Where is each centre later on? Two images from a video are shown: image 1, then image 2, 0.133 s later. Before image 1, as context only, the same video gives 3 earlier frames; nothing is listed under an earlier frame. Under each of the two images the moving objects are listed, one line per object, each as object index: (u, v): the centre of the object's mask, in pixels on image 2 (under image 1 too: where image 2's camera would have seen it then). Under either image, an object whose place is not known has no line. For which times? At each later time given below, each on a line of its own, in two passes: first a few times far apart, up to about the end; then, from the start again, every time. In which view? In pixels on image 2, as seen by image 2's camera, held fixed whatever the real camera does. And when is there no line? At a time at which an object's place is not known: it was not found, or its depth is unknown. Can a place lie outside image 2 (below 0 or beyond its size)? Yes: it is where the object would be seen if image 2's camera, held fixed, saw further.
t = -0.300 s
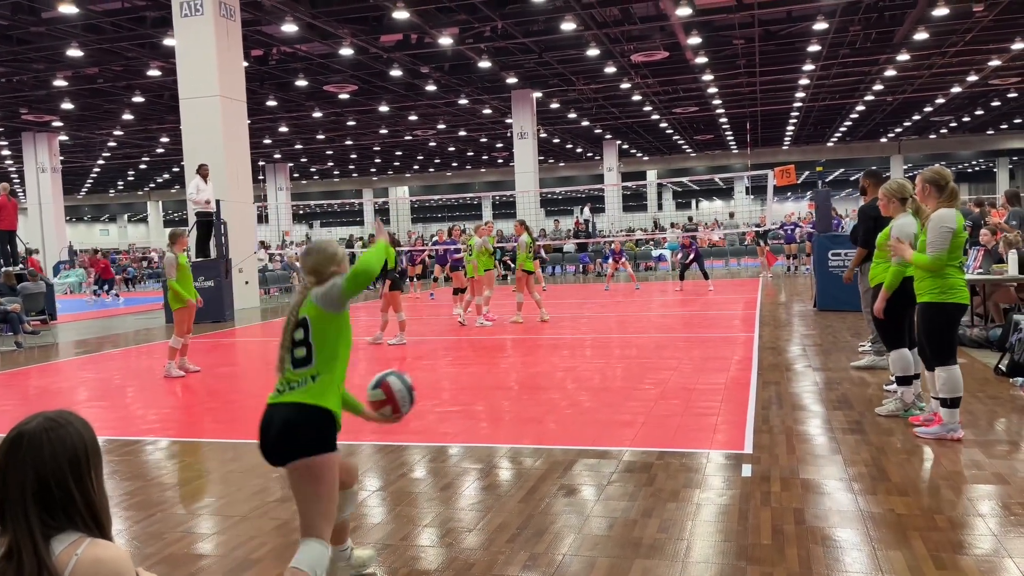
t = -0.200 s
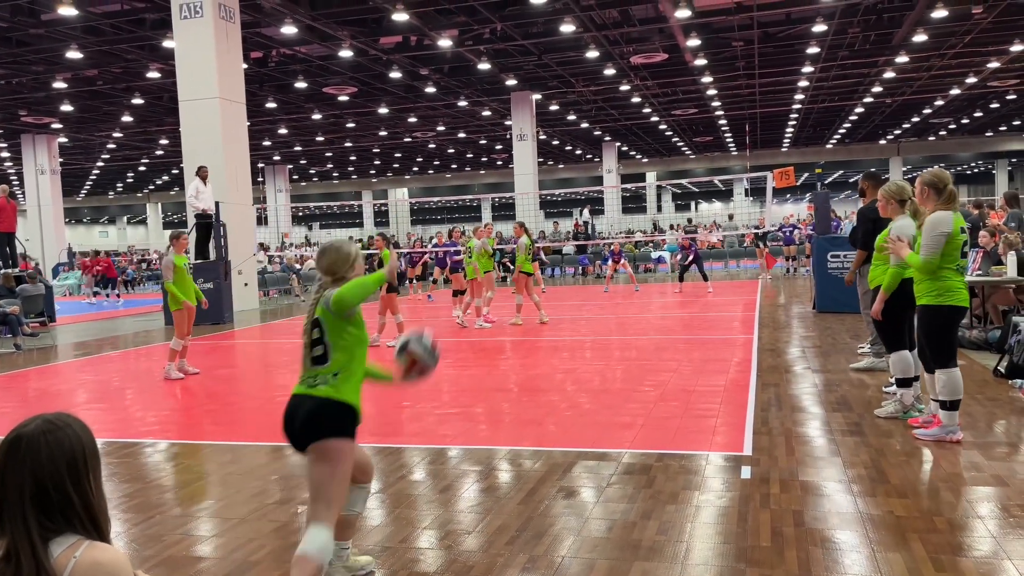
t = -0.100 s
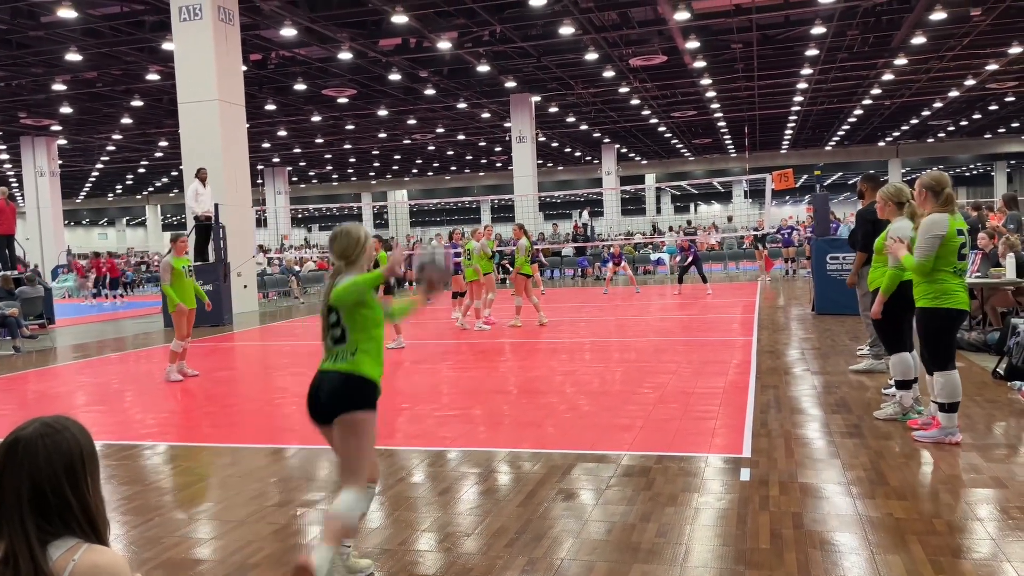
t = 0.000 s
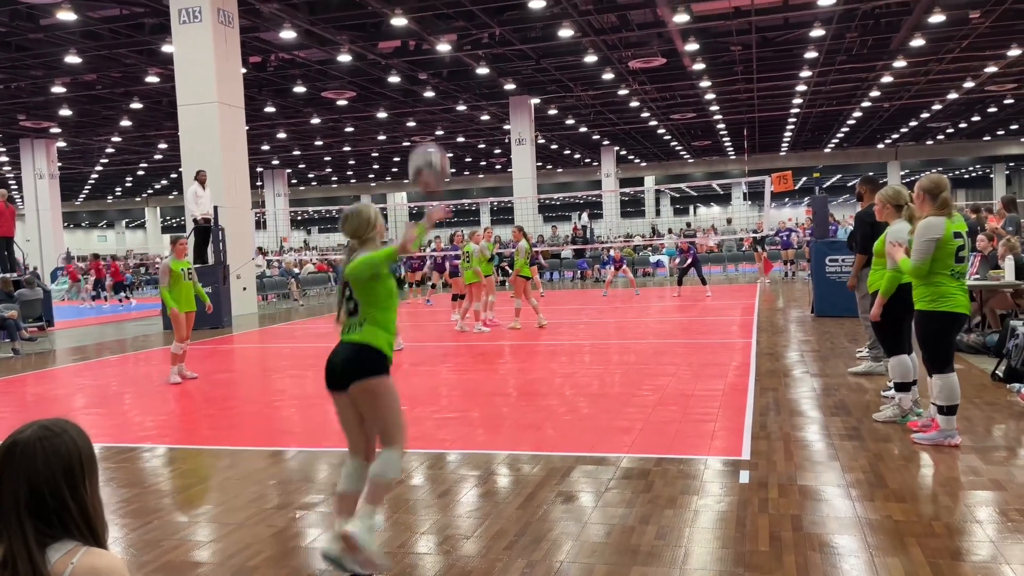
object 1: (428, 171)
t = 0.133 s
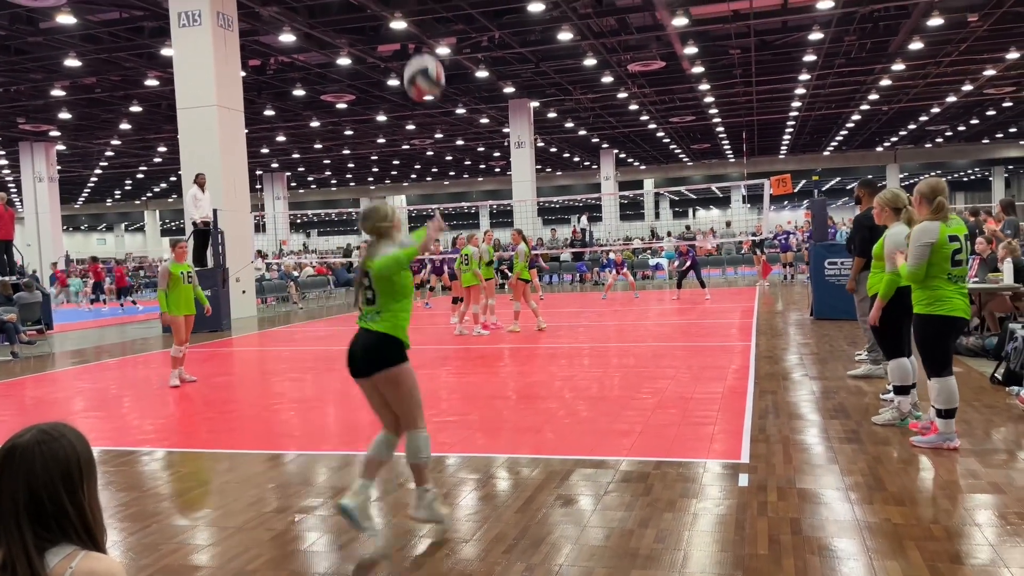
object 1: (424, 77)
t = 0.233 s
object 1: (423, 34)
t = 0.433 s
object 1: (424, 8)
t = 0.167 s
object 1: (423, 61)
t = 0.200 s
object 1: (423, 46)
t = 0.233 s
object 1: (423, 34)
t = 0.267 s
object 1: (424, 25)
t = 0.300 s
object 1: (423, 16)
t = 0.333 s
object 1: (423, 12)
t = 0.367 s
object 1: (423, 10)
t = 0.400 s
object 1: (423, 8)
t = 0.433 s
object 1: (424, 8)
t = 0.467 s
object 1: (424, 9)
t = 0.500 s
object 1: (425, 13)
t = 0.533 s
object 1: (426, 19)
